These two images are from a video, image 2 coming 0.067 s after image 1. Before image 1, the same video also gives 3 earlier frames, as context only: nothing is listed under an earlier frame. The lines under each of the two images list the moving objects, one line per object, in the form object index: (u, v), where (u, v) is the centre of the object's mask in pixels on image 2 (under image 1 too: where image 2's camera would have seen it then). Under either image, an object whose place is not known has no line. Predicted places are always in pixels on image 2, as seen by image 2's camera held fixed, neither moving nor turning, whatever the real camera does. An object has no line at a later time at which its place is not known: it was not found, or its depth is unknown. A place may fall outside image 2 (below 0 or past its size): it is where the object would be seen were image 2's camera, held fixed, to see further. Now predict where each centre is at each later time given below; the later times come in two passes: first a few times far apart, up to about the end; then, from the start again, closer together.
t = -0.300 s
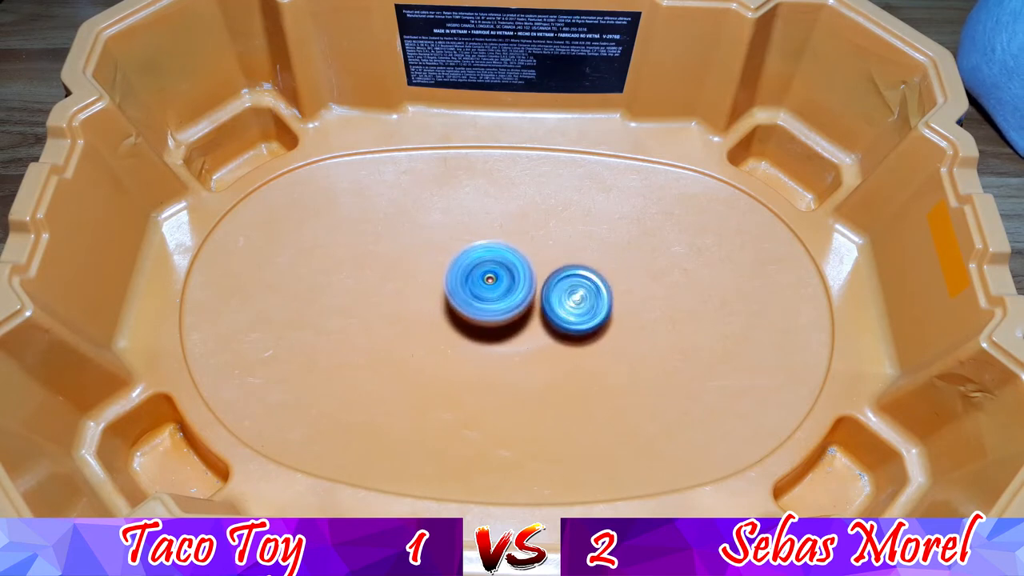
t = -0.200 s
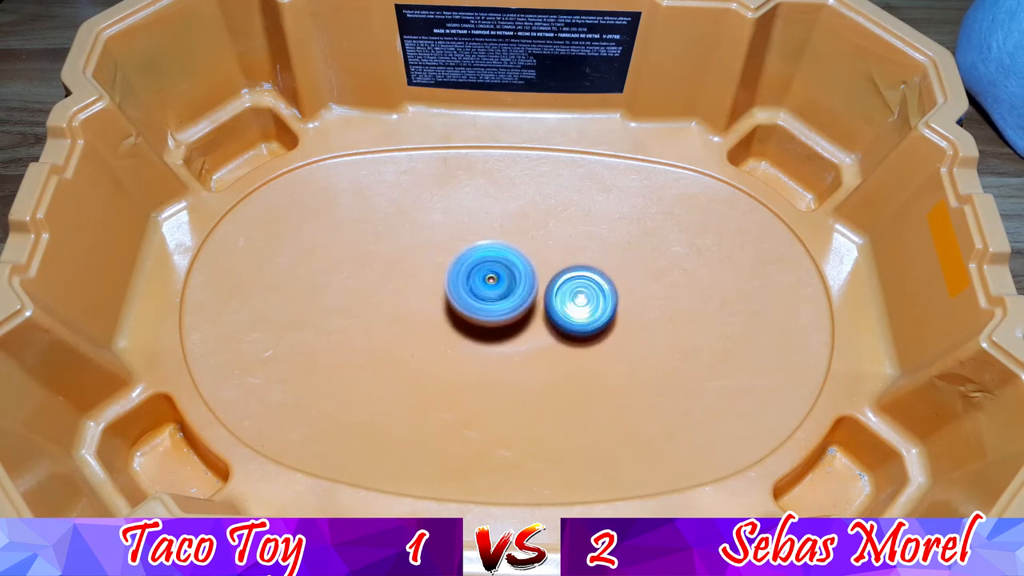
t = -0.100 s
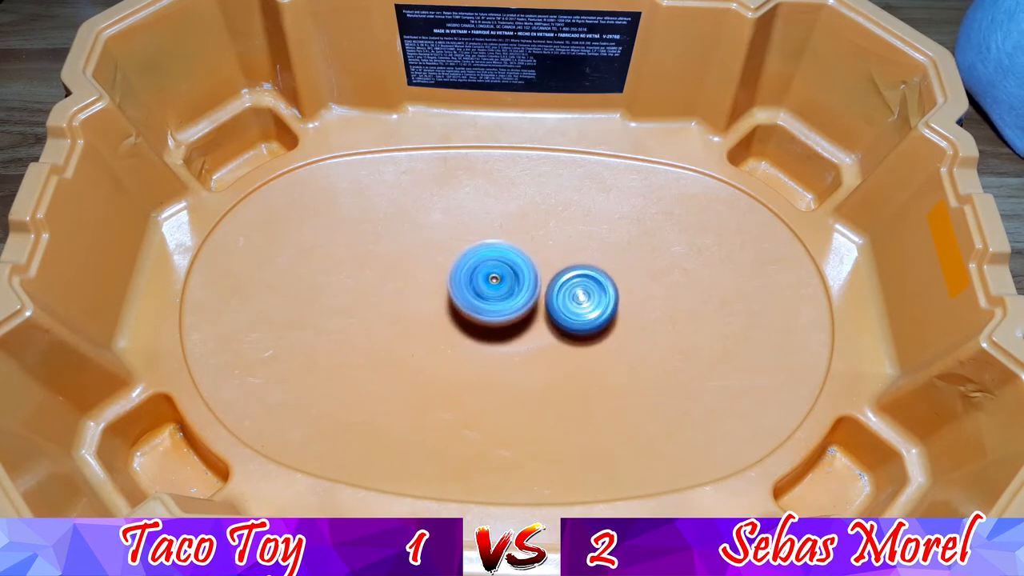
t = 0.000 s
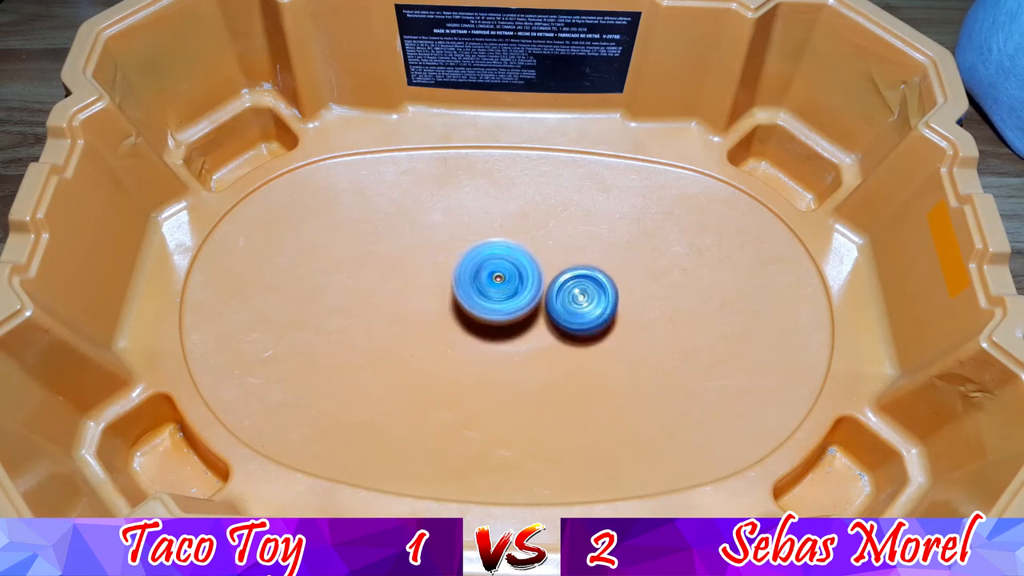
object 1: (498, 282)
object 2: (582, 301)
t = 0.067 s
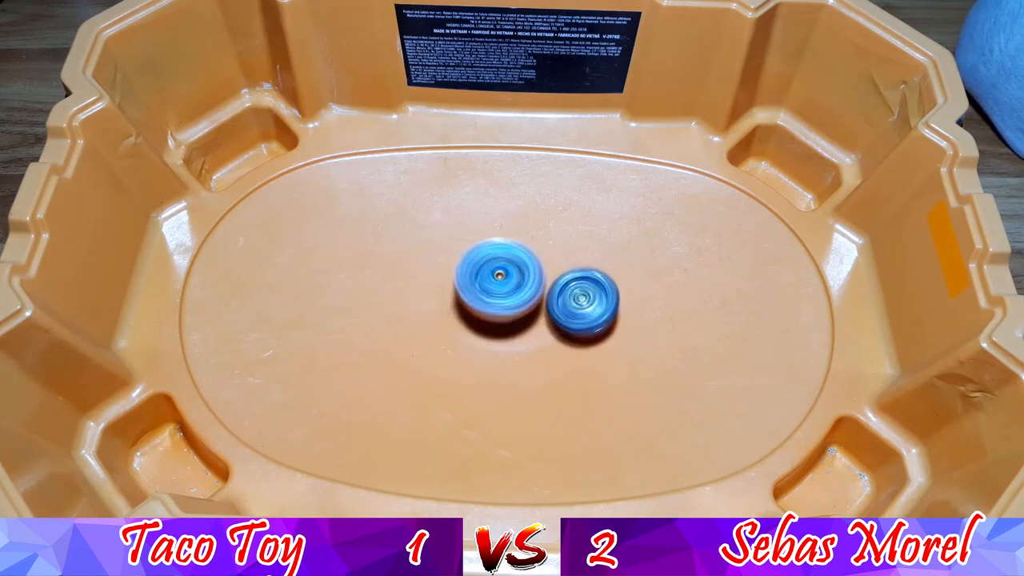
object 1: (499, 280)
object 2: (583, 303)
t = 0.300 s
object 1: (492, 266)
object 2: (579, 312)
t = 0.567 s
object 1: (491, 260)
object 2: (560, 314)
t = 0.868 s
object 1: (477, 250)
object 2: (559, 320)
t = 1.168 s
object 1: (481, 261)
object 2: (564, 310)
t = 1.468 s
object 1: (494, 276)
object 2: (579, 304)
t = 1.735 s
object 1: (496, 287)
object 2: (581, 303)
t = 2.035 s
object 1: (474, 288)
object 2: (578, 307)
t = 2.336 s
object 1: (467, 273)
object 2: (564, 308)
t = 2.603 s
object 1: (471, 269)
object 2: (557, 300)
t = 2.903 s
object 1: (474, 267)
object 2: (583, 300)
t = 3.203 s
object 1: (474, 266)
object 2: (576, 302)
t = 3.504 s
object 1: (476, 265)
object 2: (564, 307)
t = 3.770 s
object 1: (478, 265)
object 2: (557, 307)
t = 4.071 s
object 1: (478, 267)
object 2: (565, 293)
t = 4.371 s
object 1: (468, 259)
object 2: (599, 307)
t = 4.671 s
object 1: (449, 258)
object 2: (664, 355)
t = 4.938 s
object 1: (456, 266)
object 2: (611, 356)
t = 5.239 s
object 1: (460, 232)
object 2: (505, 379)
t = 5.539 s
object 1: (455, 226)
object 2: (440, 347)
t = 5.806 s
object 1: (543, 228)
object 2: (342, 310)
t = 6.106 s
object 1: (585, 328)
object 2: (361, 237)
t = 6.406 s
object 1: (505, 323)
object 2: (507, 244)
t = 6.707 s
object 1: (463, 249)
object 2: (686, 324)
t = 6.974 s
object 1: (514, 259)
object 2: (714, 377)
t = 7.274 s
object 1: (527, 314)
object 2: (599, 402)
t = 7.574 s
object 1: (458, 285)
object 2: (478, 360)
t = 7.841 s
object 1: (471, 256)
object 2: (402, 347)
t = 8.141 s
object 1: (499, 292)
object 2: (424, 320)
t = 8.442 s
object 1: (540, 319)
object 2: (408, 296)
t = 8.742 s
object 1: (526, 310)
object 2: (439, 290)
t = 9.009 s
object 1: (523, 316)
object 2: (439, 291)
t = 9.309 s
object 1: (525, 314)
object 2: (434, 307)
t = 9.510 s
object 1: (526, 312)
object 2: (442, 292)
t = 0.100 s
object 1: (496, 279)
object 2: (585, 304)
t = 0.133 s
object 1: (495, 277)
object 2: (585, 306)
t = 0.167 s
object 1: (494, 275)
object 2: (584, 307)
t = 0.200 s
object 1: (492, 273)
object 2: (583, 308)
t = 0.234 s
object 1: (492, 271)
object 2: (581, 310)
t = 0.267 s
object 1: (492, 270)
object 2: (580, 311)
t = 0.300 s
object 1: (492, 266)
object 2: (579, 312)
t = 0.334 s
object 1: (492, 264)
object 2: (577, 313)
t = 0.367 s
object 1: (493, 262)
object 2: (575, 313)
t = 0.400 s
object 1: (493, 261)
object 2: (572, 313)
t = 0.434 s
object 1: (492, 261)
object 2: (569, 314)
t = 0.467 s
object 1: (492, 260)
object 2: (567, 314)
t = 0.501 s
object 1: (492, 260)
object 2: (564, 314)
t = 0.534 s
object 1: (491, 260)
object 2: (562, 314)
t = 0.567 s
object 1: (491, 260)
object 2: (560, 314)
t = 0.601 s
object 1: (491, 260)
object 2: (558, 314)
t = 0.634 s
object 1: (489, 260)
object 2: (557, 316)
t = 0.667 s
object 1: (484, 256)
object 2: (561, 320)
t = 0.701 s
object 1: (481, 253)
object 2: (562, 324)
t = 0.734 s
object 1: (480, 251)
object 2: (562, 325)
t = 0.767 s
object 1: (479, 251)
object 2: (562, 324)
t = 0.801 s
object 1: (478, 250)
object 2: (561, 322)
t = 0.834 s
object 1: (478, 250)
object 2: (560, 321)
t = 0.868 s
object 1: (477, 250)
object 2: (559, 320)
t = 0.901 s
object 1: (477, 250)
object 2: (559, 319)
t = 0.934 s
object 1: (477, 251)
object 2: (558, 318)
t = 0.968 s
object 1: (476, 252)
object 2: (558, 316)
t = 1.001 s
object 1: (476, 253)
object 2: (558, 316)
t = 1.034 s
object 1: (476, 253)
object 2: (559, 315)
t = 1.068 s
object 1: (477, 254)
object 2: (560, 313)
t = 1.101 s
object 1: (478, 256)
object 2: (561, 312)
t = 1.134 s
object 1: (479, 258)
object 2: (562, 311)
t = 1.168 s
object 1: (481, 261)
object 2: (564, 310)
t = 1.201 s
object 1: (481, 263)
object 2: (565, 309)
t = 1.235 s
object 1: (483, 265)
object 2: (567, 309)
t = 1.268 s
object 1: (484, 268)
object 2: (569, 308)
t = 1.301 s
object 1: (485, 269)
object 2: (571, 307)
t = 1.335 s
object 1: (487, 271)
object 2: (573, 307)
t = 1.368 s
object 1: (489, 272)
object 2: (574, 307)
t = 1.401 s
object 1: (491, 273)
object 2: (576, 306)
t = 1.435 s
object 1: (492, 275)
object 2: (577, 305)
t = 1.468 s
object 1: (494, 276)
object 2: (579, 304)
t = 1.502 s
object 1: (495, 277)
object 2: (580, 303)
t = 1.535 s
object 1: (496, 280)
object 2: (580, 303)
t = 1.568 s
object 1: (496, 281)
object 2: (581, 303)
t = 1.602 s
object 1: (497, 283)
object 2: (581, 302)
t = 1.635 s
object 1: (497, 284)
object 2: (581, 302)
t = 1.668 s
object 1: (497, 285)
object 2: (581, 302)
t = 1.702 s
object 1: (497, 287)
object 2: (581, 302)
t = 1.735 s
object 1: (496, 287)
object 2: (581, 303)
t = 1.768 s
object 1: (496, 288)
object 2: (581, 303)
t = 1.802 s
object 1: (496, 289)
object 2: (581, 303)
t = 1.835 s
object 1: (493, 289)
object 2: (582, 304)
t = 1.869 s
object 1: (489, 289)
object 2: (583, 305)
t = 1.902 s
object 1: (486, 290)
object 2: (582, 306)
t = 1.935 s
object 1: (482, 289)
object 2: (582, 306)
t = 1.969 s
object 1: (479, 289)
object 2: (581, 306)
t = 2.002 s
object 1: (477, 289)
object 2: (579, 307)
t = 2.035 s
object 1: (474, 288)
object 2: (578, 307)
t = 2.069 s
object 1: (473, 287)
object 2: (576, 307)
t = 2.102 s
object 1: (471, 286)
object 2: (575, 307)
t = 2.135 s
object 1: (470, 285)
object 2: (573, 307)
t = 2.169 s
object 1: (469, 283)
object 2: (571, 307)
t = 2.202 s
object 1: (468, 281)
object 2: (569, 307)
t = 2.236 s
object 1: (467, 280)
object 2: (568, 308)
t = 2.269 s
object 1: (467, 278)
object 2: (567, 308)
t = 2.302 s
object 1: (466, 275)
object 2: (565, 308)
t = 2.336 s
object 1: (467, 273)
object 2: (564, 308)
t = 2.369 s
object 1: (467, 271)
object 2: (562, 308)
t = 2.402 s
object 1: (468, 270)
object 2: (561, 307)
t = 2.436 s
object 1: (468, 269)
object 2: (560, 306)
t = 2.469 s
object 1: (469, 269)
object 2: (559, 306)
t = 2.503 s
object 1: (469, 269)
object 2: (558, 304)
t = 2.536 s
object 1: (469, 269)
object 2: (557, 303)
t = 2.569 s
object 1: (470, 269)
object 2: (557, 302)
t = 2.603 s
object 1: (471, 269)
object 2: (557, 300)
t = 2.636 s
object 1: (472, 270)
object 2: (557, 299)
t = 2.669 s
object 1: (473, 270)
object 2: (557, 298)
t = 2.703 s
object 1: (475, 271)
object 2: (558, 297)
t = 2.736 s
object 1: (477, 271)
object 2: (559, 295)
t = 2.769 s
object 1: (476, 270)
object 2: (565, 296)
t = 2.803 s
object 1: (475, 268)
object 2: (573, 298)
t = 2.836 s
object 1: (474, 267)
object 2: (580, 299)
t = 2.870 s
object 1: (474, 267)
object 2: (582, 300)
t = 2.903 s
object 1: (474, 267)
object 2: (583, 300)
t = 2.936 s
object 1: (474, 267)
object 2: (583, 301)
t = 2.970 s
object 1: (473, 267)
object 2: (583, 301)
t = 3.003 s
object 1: (474, 267)
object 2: (582, 300)
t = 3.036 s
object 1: (473, 267)
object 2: (581, 300)
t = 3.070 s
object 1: (473, 266)
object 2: (581, 300)
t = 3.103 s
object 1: (473, 266)
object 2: (580, 301)
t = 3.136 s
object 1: (473, 266)
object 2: (579, 300)
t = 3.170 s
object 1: (473, 266)
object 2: (577, 301)
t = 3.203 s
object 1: (474, 266)
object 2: (576, 302)
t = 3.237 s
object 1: (474, 266)
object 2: (575, 302)
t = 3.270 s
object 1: (474, 265)
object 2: (572, 302)
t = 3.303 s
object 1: (474, 265)
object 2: (571, 303)
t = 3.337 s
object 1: (475, 266)
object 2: (569, 304)
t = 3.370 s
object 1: (475, 265)
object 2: (568, 304)
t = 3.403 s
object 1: (475, 265)
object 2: (566, 305)
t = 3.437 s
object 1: (475, 265)
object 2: (565, 306)
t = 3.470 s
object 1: (476, 265)
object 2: (565, 307)
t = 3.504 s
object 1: (476, 265)
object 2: (564, 307)
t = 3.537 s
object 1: (477, 265)
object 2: (563, 308)
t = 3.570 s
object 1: (476, 265)
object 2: (562, 308)
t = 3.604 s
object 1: (476, 265)
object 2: (562, 309)
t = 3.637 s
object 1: (477, 265)
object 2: (561, 309)
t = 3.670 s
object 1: (478, 265)
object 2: (559, 309)
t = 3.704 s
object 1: (477, 265)
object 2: (558, 309)
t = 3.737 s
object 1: (478, 265)
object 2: (558, 308)
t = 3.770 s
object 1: (478, 265)
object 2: (557, 307)
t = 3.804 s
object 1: (478, 266)
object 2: (556, 305)
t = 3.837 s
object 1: (478, 266)
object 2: (556, 304)
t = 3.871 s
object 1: (478, 266)
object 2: (556, 302)
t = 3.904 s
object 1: (477, 266)
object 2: (557, 300)
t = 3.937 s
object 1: (478, 266)
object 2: (557, 298)
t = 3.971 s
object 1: (477, 267)
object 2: (559, 296)
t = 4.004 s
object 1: (477, 267)
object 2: (561, 295)
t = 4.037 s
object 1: (478, 267)
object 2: (563, 293)
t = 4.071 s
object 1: (478, 267)
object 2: (565, 293)
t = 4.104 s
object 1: (480, 267)
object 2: (567, 291)
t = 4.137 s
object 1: (481, 267)
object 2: (568, 290)
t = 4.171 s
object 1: (482, 268)
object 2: (569, 290)
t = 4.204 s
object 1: (483, 267)
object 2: (569, 290)
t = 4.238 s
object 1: (484, 268)
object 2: (569, 290)
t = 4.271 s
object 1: (486, 268)
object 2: (568, 290)
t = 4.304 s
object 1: (487, 267)
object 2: (570, 292)
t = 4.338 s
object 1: (478, 262)
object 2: (586, 300)
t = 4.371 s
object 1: (468, 259)
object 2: (599, 307)
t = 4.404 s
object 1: (462, 257)
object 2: (613, 314)
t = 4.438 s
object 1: (456, 256)
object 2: (626, 321)
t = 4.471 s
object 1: (452, 254)
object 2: (637, 327)
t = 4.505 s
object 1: (450, 253)
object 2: (647, 334)
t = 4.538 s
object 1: (449, 253)
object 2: (654, 340)
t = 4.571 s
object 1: (449, 254)
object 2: (661, 345)
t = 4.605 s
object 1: (449, 255)
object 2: (664, 350)
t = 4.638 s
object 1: (449, 257)
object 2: (665, 353)
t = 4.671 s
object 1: (449, 258)
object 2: (664, 355)
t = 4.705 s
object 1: (449, 259)
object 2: (660, 357)
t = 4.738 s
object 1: (449, 260)
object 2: (656, 358)
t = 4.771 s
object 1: (449, 261)
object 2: (652, 359)
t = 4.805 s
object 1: (450, 262)
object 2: (645, 359)
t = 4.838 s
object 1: (450, 263)
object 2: (638, 359)
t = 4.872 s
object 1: (452, 263)
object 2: (631, 359)
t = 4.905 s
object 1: (453, 265)
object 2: (621, 358)
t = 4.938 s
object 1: (456, 266)
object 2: (611, 356)
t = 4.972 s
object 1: (458, 269)
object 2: (599, 355)
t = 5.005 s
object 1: (460, 272)
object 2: (585, 353)
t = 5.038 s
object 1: (462, 274)
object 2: (572, 350)
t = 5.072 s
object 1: (464, 276)
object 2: (560, 347)
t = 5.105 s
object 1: (466, 276)
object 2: (544, 341)
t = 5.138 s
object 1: (468, 278)
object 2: (530, 335)
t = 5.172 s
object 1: (468, 267)
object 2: (519, 343)
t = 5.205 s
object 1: (462, 250)
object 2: (513, 362)
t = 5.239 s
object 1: (460, 232)
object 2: (505, 379)
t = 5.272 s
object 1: (457, 219)
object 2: (495, 392)
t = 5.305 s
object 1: (456, 209)
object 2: (486, 396)
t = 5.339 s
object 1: (455, 204)
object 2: (478, 398)
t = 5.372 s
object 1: (454, 201)
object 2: (471, 394)
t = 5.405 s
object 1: (455, 202)
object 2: (464, 388)
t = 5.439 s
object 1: (455, 205)
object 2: (457, 380)
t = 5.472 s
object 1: (455, 211)
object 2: (450, 370)
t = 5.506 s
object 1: (454, 217)
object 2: (445, 359)
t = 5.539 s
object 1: (455, 226)
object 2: (440, 347)
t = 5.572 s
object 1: (453, 232)
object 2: (436, 336)
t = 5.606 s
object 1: (454, 241)
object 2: (434, 323)
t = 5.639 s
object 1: (467, 237)
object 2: (420, 322)
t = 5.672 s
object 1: (481, 232)
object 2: (400, 324)
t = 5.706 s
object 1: (498, 222)
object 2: (382, 326)
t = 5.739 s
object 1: (513, 221)
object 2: (366, 321)
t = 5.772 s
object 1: (529, 225)
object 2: (352, 317)
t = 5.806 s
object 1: (543, 228)
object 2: (342, 310)
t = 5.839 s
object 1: (557, 235)
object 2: (335, 300)
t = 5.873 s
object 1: (567, 245)
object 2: (330, 290)
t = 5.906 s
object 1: (577, 256)
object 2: (329, 280)
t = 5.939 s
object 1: (585, 270)
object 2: (330, 270)
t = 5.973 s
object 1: (590, 282)
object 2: (332, 262)
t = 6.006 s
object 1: (593, 294)
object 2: (336, 254)
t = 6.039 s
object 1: (593, 307)
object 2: (342, 248)
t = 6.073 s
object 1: (590, 319)
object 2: (351, 243)
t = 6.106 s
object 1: (585, 328)
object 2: (361, 237)
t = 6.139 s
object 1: (577, 335)
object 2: (372, 233)
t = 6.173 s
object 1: (570, 341)
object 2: (385, 230)
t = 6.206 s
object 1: (562, 343)
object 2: (400, 228)
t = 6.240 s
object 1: (553, 345)
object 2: (416, 227)
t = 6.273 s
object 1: (543, 343)
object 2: (432, 228)
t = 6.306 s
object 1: (535, 341)
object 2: (449, 230)
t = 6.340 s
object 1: (525, 336)
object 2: (469, 234)
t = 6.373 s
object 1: (515, 331)
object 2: (488, 237)
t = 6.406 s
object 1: (505, 323)
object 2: (507, 244)
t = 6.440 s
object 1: (496, 316)
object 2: (528, 250)
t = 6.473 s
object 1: (485, 308)
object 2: (550, 261)
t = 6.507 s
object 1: (475, 299)
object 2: (573, 270)
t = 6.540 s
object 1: (468, 291)
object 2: (594, 277)
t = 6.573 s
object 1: (462, 279)
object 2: (614, 287)
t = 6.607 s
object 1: (459, 271)
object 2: (635, 297)
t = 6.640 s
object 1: (458, 261)
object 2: (655, 305)
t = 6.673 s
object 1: (459, 254)
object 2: (672, 315)
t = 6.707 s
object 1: (463, 249)
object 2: (686, 324)
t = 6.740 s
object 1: (467, 245)
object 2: (702, 331)
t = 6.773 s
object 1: (472, 244)
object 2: (712, 340)
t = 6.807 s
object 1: (477, 242)
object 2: (718, 348)
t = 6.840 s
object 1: (483, 241)
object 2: (723, 355)
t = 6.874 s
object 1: (490, 245)
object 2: (724, 362)
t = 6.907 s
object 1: (498, 247)
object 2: (723, 368)
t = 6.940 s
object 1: (505, 253)
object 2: (721, 373)
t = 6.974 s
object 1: (514, 259)
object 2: (714, 377)
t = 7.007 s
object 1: (521, 266)
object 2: (705, 382)
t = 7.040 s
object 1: (529, 276)
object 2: (695, 383)
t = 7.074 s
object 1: (538, 285)
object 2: (680, 384)
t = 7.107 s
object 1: (544, 296)
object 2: (664, 385)
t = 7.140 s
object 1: (549, 308)
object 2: (648, 382)
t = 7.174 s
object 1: (553, 320)
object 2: (627, 378)
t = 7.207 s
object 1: (549, 324)
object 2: (613, 384)
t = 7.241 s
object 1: (539, 319)
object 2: (606, 396)
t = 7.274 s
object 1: (527, 314)
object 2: (599, 402)
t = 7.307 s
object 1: (518, 312)
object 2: (587, 403)
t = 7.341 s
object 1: (509, 312)
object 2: (578, 400)
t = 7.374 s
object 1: (500, 313)
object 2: (565, 397)
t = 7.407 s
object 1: (490, 312)
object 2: (552, 391)
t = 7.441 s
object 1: (483, 312)
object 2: (541, 384)
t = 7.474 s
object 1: (476, 310)
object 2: (527, 377)
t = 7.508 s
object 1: (470, 304)
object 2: (512, 370)
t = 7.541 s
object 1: (463, 295)
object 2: (497, 364)
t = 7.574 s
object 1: (458, 285)
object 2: (478, 360)
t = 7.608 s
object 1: (453, 276)
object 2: (461, 355)
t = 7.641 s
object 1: (451, 267)
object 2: (446, 351)
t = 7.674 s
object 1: (451, 260)
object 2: (434, 347)
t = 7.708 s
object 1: (451, 254)
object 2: (424, 347)
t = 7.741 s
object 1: (455, 251)
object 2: (415, 347)
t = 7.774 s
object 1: (459, 253)
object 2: (408, 347)
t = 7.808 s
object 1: (465, 254)
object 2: (404, 347)
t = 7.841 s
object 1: (471, 256)
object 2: (402, 347)
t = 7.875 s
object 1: (476, 260)
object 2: (403, 346)
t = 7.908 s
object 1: (482, 266)
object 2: (405, 345)
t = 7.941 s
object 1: (486, 274)
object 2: (407, 345)
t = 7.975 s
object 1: (489, 279)
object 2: (409, 342)
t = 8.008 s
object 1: (491, 283)
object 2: (410, 339)
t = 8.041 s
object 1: (492, 287)
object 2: (413, 333)
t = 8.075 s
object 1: (493, 287)
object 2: (418, 330)
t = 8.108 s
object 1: (495, 290)
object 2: (424, 325)
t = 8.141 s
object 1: (499, 292)
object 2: (424, 320)
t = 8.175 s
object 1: (504, 290)
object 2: (425, 306)
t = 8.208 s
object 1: (512, 292)
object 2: (420, 298)
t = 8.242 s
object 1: (520, 295)
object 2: (413, 290)
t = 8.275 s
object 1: (526, 298)
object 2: (407, 287)
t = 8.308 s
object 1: (532, 302)
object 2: (404, 288)
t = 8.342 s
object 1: (536, 307)
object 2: (404, 289)
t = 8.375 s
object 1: (541, 312)
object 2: (404, 291)
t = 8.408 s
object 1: (542, 316)
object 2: (406, 293)
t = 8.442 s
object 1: (540, 319)
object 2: (408, 296)
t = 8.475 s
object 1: (537, 321)
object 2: (408, 299)
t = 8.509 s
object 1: (535, 321)
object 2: (410, 304)
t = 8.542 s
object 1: (533, 320)
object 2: (415, 306)
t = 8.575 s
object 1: (532, 319)
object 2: (422, 308)
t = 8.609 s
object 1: (531, 317)
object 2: (429, 307)
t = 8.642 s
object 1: (530, 313)
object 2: (435, 304)
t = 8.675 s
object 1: (530, 310)
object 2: (439, 299)
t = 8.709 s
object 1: (529, 309)
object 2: (440, 295)
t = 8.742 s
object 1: (526, 310)
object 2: (439, 290)
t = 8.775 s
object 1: (522, 310)
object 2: (437, 287)
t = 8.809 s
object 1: (520, 310)
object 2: (435, 284)
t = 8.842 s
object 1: (518, 310)
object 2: (433, 283)
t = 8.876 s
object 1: (519, 311)
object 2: (432, 283)
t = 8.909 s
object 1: (520, 311)
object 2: (432, 284)
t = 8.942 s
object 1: (521, 313)
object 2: (433, 285)
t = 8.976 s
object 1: (522, 315)
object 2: (436, 288)
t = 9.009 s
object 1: (523, 316)
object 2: (439, 291)
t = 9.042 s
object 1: (524, 315)
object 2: (441, 294)
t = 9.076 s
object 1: (525, 314)
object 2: (442, 297)
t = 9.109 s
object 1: (526, 313)
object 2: (441, 300)
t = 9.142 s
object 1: (526, 312)
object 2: (438, 303)
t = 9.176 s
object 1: (526, 312)
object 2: (436, 305)
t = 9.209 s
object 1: (525, 313)
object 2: (433, 307)
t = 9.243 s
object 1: (525, 313)
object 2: (432, 308)
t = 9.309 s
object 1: (525, 314)
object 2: (434, 307)
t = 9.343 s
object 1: (525, 314)
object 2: (436, 305)
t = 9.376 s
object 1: (525, 313)
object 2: (438, 304)
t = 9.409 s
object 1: (525, 313)
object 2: (441, 300)
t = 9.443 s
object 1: (525, 313)
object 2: (442, 298)
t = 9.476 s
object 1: (526, 312)
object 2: (442, 295)
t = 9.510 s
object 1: (526, 312)
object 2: (442, 292)
